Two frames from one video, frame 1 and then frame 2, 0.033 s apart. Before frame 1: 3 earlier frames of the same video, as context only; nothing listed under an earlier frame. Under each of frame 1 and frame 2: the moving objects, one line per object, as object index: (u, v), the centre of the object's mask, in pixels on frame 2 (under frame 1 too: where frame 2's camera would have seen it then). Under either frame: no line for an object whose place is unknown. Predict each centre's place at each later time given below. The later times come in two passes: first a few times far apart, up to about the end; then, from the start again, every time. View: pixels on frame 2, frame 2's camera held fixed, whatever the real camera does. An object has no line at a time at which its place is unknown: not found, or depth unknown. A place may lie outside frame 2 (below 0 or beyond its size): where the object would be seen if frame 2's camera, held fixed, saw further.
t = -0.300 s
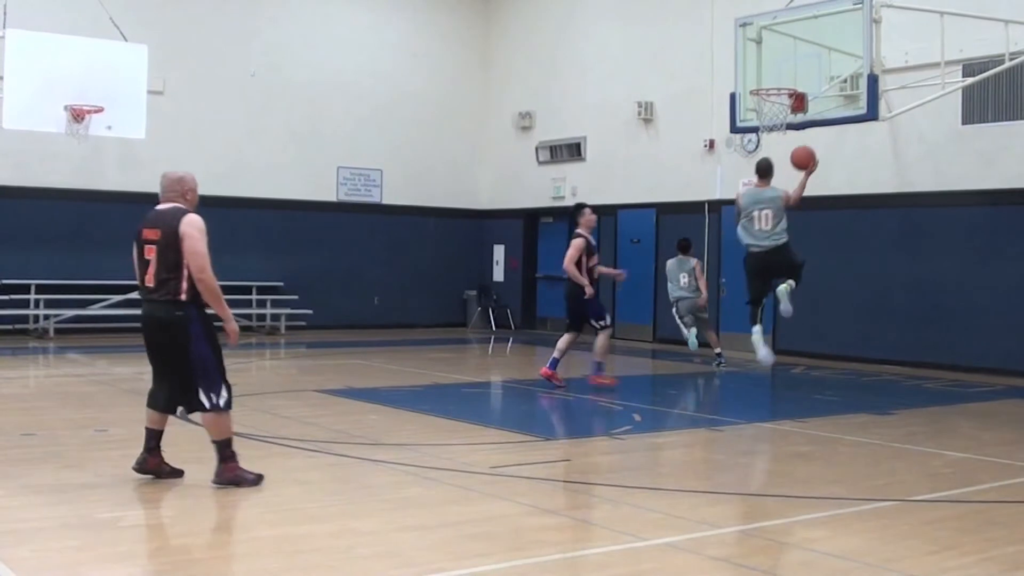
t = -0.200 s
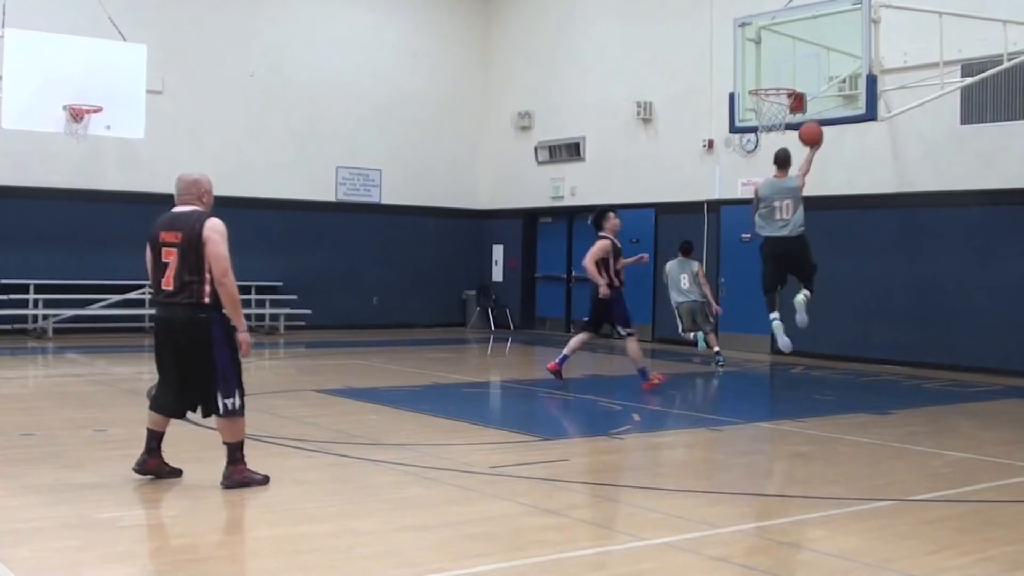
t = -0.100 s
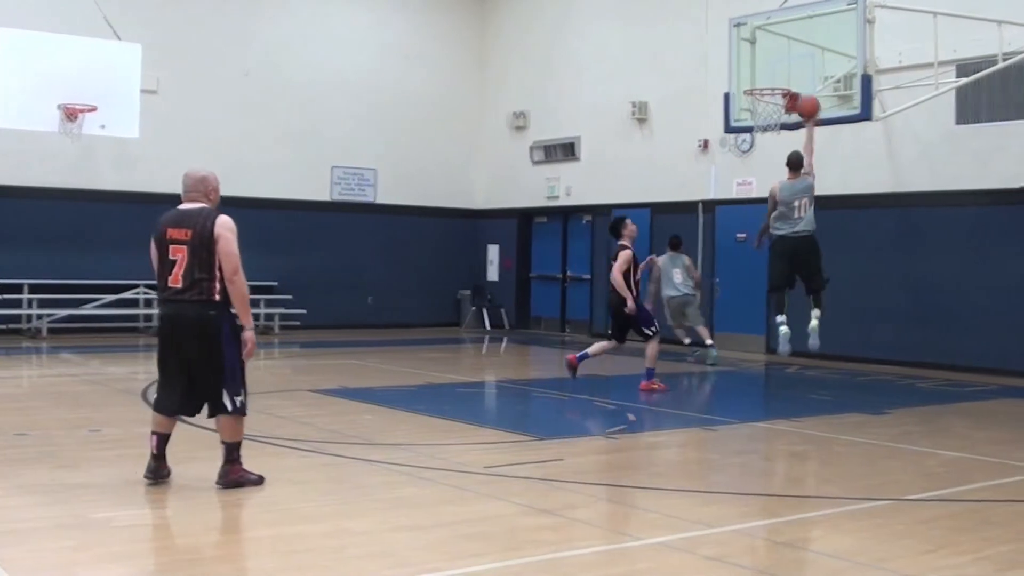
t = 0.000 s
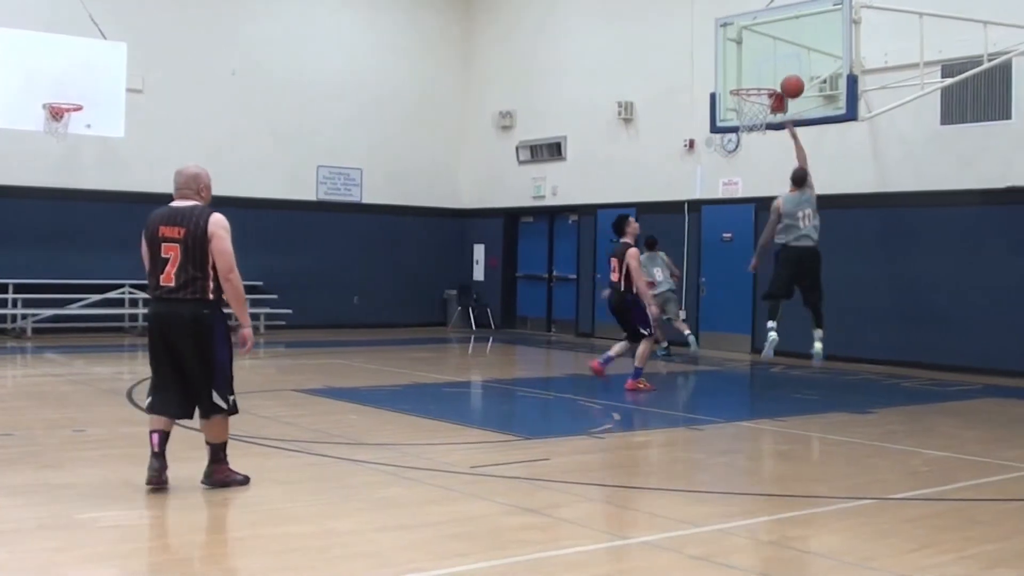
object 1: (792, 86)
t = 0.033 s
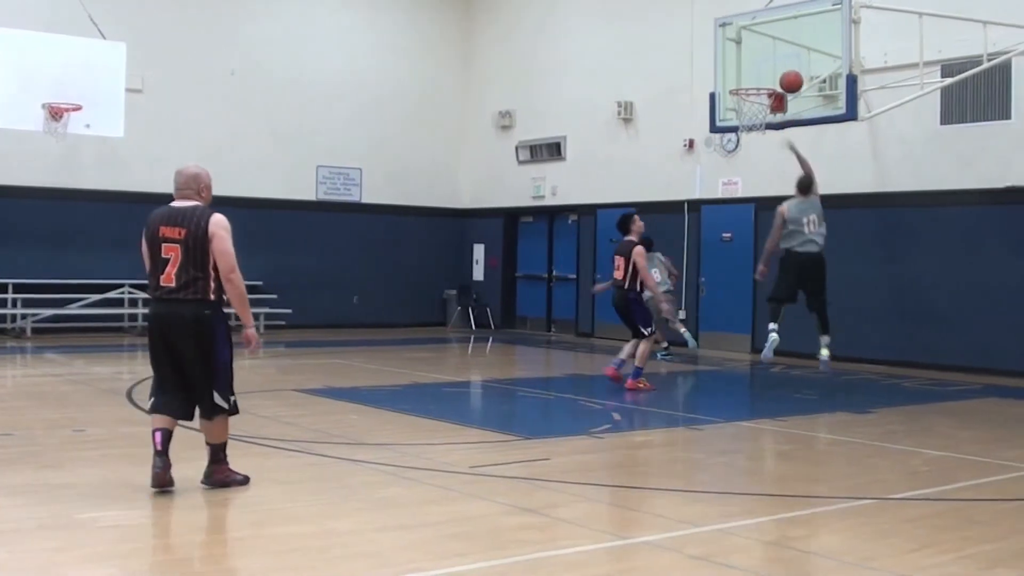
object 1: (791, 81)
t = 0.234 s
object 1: (773, 70)
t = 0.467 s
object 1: (746, 100)
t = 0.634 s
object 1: (752, 146)
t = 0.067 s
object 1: (791, 78)
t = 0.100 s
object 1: (790, 76)
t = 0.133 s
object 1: (787, 73)
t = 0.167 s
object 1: (782, 71)
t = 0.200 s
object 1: (778, 70)
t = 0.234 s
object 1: (773, 70)
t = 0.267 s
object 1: (768, 71)
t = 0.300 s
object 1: (764, 73)
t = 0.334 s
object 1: (758, 77)
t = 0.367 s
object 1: (754, 80)
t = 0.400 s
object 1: (749, 87)
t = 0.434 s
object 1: (745, 93)
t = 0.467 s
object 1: (746, 100)
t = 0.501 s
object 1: (747, 107)
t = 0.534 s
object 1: (748, 116)
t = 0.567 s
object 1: (750, 124)
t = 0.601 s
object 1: (751, 136)
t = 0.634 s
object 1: (752, 146)
